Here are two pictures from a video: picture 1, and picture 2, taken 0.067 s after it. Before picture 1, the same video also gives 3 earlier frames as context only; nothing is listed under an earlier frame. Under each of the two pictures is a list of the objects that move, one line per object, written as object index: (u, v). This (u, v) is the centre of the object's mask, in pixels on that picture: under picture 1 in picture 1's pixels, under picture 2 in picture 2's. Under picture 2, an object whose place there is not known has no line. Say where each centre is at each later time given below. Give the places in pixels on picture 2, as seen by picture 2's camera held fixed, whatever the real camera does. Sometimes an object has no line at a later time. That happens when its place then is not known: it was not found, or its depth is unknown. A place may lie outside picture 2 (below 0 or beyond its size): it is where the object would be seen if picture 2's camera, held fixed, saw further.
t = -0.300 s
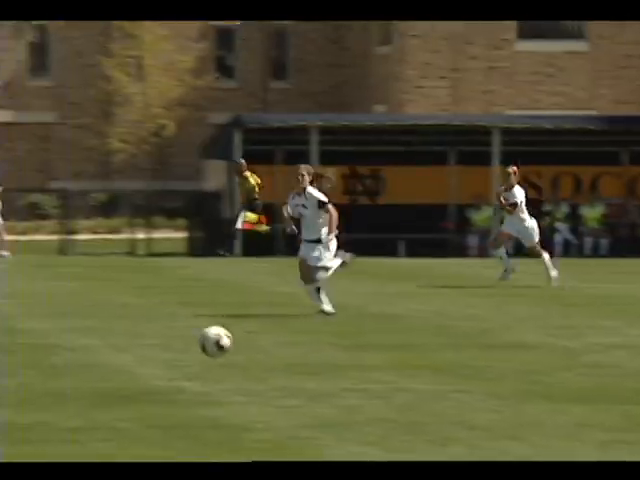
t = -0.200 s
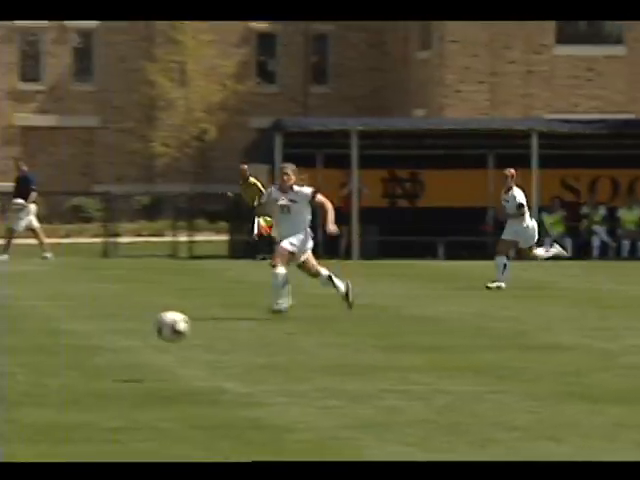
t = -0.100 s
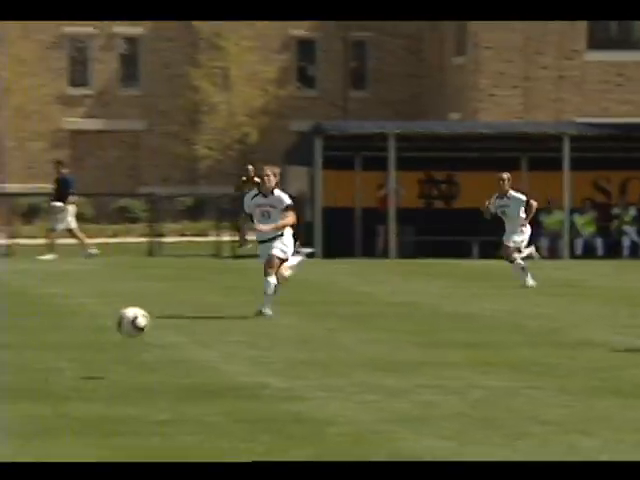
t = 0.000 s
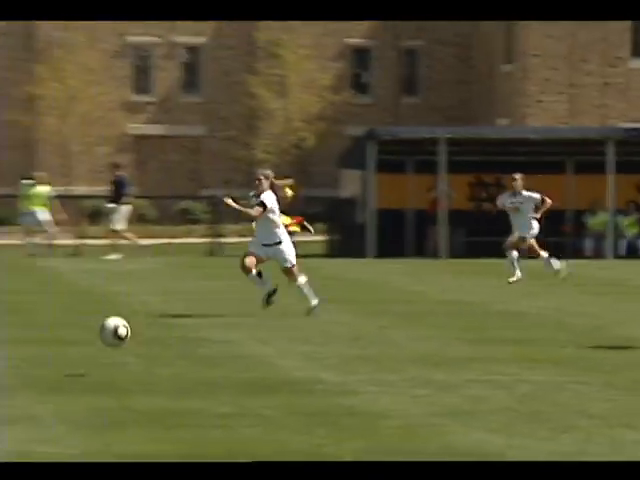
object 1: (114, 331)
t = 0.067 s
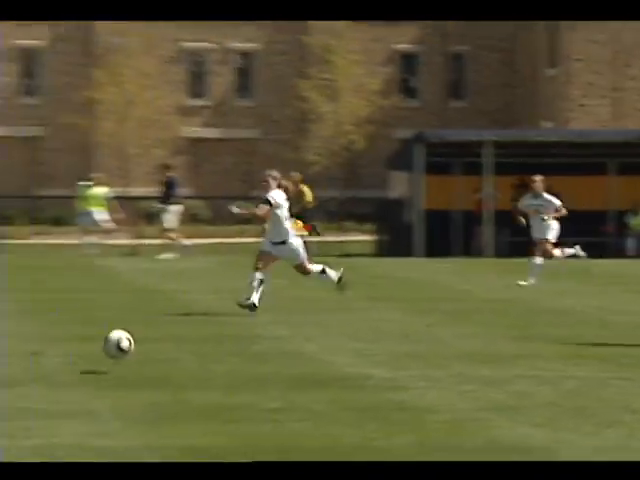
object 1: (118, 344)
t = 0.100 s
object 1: (92, 354)
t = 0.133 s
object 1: (66, 362)
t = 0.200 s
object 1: (11, 353)
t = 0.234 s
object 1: (-14, 351)
